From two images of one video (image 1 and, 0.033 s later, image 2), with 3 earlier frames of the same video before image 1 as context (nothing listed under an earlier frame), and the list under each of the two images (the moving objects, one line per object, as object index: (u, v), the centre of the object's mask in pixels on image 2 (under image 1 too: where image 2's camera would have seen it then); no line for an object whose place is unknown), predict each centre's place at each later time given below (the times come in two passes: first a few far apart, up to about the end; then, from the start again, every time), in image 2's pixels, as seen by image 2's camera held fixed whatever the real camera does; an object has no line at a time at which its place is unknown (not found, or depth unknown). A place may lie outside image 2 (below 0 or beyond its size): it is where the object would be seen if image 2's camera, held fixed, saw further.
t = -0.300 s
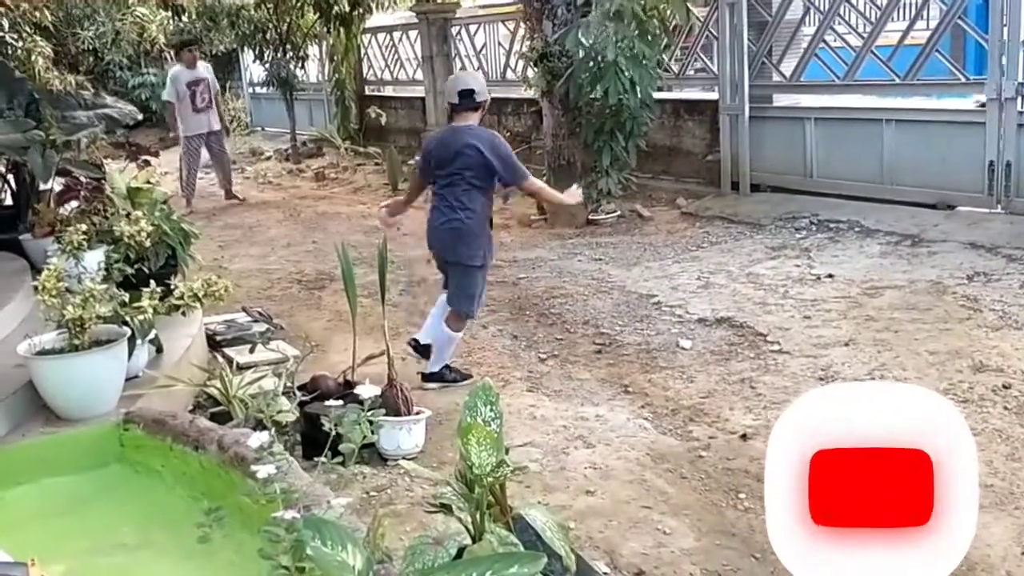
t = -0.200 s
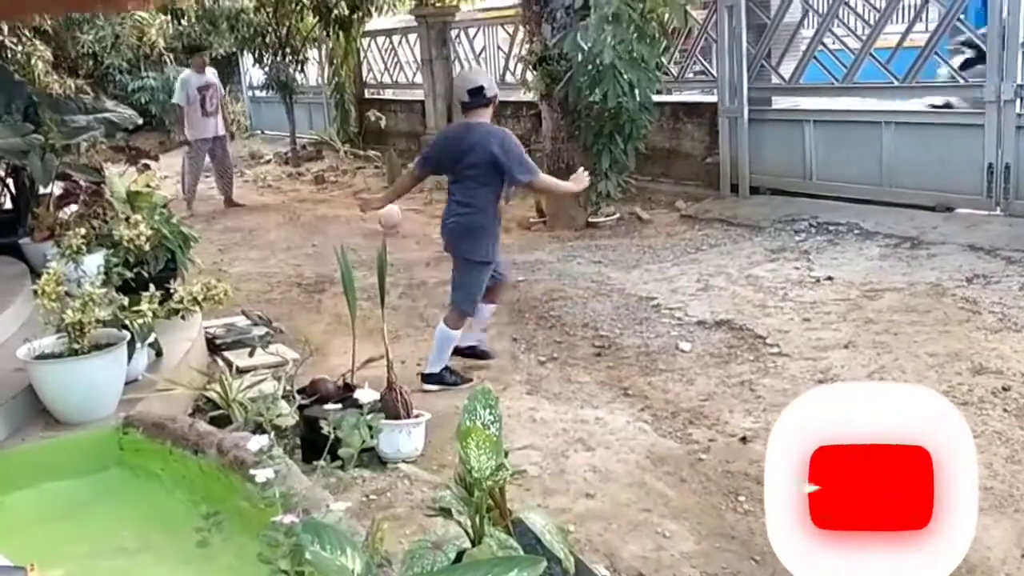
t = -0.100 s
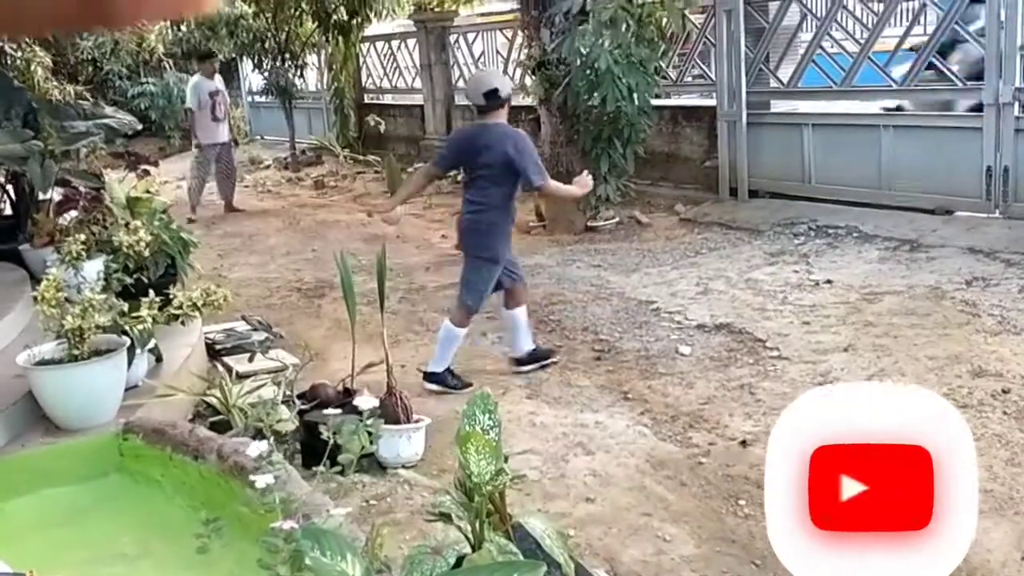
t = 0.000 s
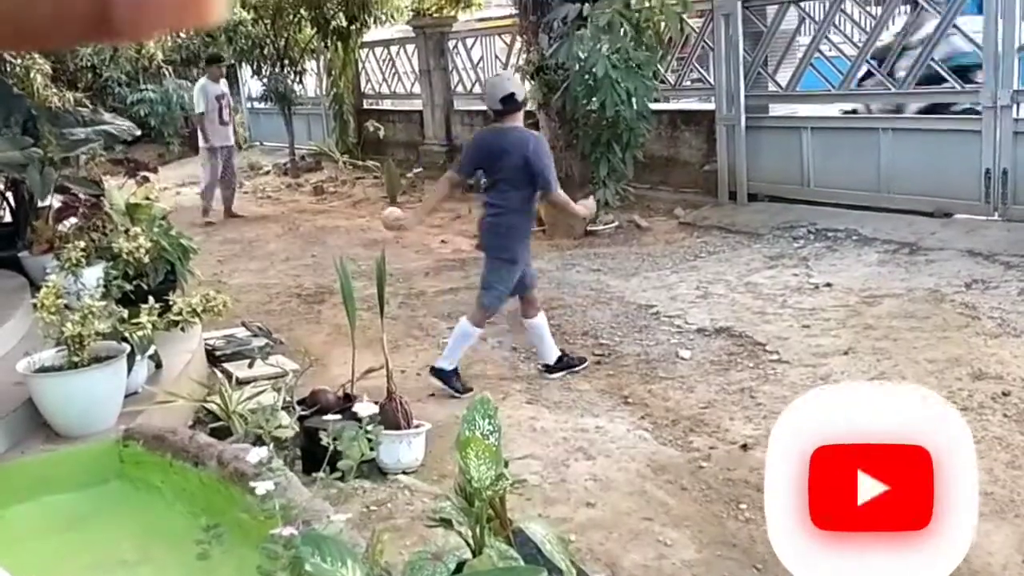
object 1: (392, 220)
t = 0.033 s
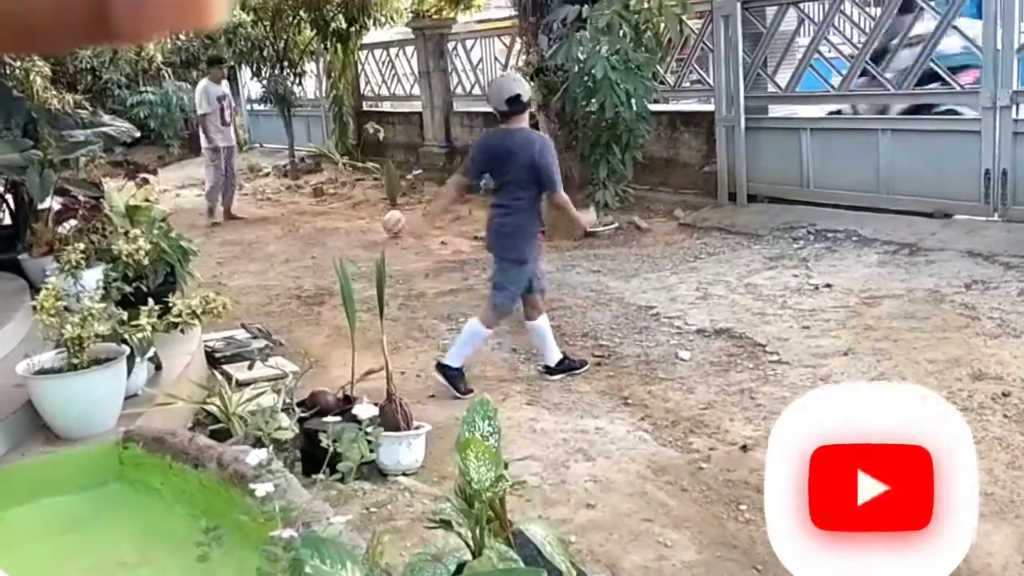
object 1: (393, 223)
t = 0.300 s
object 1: (393, 215)
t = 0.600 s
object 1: (390, 201)
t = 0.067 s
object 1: (393, 221)
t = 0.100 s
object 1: (393, 217)
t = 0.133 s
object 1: (393, 215)
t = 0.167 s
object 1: (393, 213)
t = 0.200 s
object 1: (392, 213)
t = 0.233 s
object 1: (392, 214)
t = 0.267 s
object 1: (393, 215)
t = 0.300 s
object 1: (393, 215)
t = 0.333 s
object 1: (393, 213)
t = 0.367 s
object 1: (393, 212)
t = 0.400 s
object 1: (393, 213)
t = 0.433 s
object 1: (394, 211)
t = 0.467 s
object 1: (394, 210)
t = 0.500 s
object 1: (394, 209)
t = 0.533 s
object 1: (393, 205)
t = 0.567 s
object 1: (391, 203)
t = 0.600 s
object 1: (390, 201)
